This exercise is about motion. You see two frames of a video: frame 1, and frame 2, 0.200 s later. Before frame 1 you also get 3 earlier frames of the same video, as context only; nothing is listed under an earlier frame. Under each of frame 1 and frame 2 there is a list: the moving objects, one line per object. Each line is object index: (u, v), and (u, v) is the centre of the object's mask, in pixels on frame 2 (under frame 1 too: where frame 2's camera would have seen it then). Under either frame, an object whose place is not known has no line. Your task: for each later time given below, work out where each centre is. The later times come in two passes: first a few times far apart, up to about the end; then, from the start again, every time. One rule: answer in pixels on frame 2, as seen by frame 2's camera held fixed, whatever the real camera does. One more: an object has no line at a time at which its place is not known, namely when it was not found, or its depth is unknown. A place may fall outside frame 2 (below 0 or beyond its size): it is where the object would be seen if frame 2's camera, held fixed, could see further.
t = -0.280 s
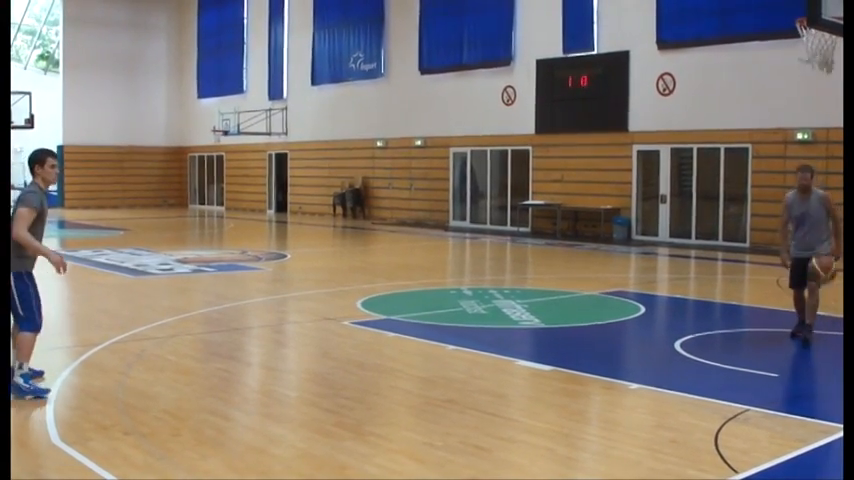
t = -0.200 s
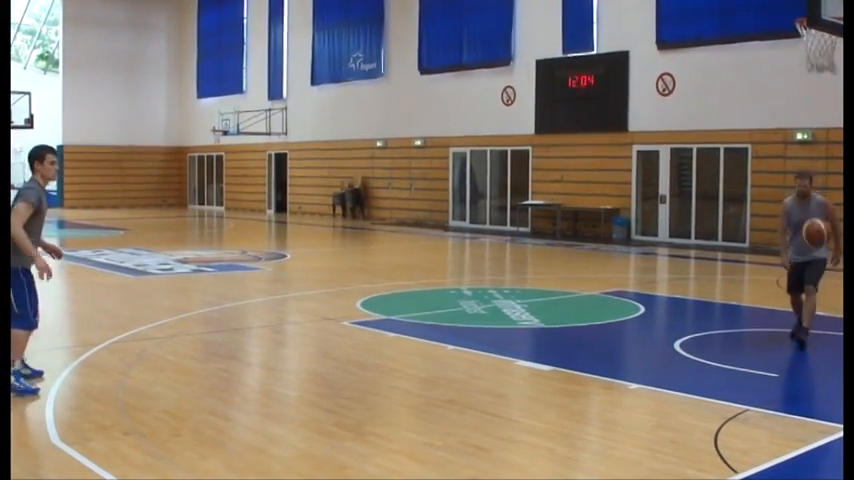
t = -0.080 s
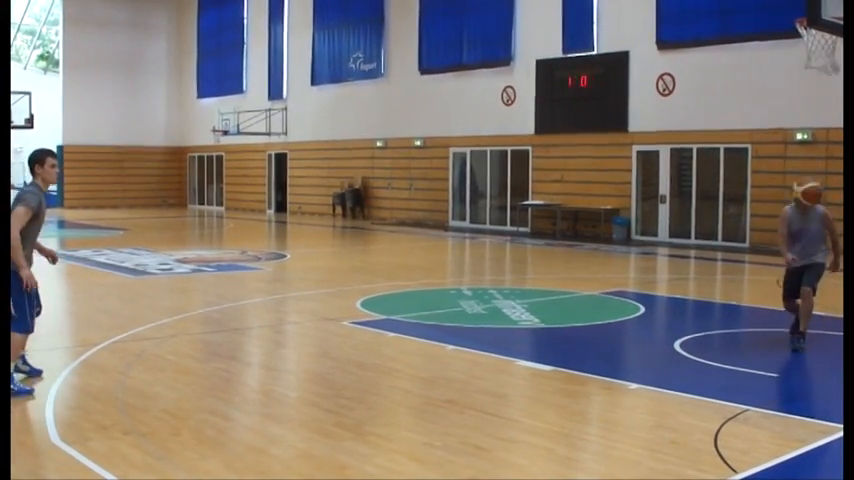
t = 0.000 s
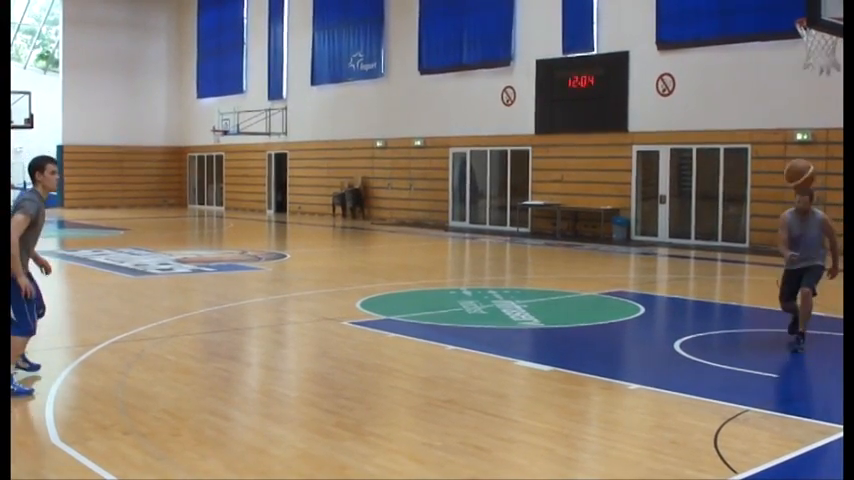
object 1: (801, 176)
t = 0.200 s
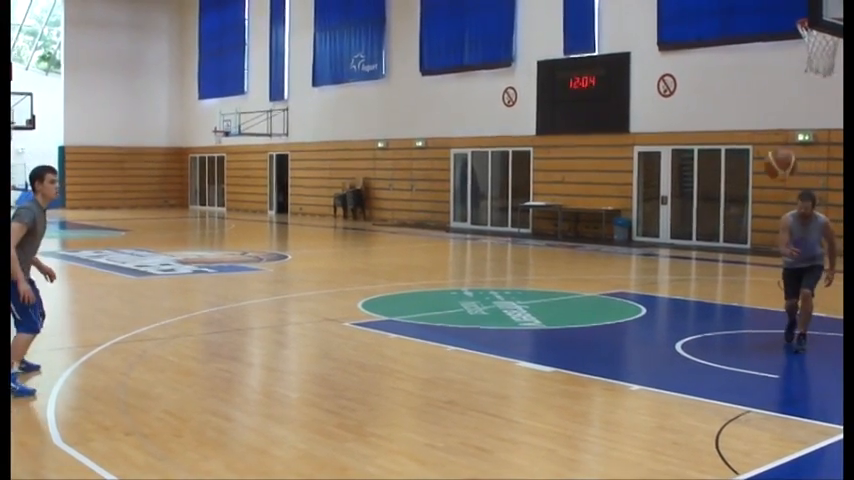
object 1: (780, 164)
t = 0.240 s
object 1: (776, 168)
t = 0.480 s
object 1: (745, 244)
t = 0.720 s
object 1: (707, 415)
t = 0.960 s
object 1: (689, 311)
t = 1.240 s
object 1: (659, 292)
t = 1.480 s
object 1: (626, 393)
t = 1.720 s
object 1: (590, 421)
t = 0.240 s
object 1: (776, 168)
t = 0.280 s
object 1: (771, 174)
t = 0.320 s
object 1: (766, 184)
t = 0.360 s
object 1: (762, 196)
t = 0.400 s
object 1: (756, 208)
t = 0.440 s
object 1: (750, 225)
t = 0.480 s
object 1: (745, 244)
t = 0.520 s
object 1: (740, 267)
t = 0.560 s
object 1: (733, 291)
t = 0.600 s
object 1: (727, 320)
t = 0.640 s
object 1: (720, 349)
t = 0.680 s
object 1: (714, 382)
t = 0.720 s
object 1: (707, 415)
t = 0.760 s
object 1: (704, 393)
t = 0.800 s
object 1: (702, 372)
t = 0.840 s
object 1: (699, 353)
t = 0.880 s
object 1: (696, 337)
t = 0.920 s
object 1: (693, 322)
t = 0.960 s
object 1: (689, 311)
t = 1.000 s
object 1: (686, 301)
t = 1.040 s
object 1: (682, 292)
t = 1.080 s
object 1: (677, 287)
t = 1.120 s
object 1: (673, 284)
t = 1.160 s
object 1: (669, 284)
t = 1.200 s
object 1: (664, 287)
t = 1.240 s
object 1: (659, 292)
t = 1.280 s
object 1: (654, 301)
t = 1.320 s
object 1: (649, 313)
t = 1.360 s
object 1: (643, 328)
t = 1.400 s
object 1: (637, 345)
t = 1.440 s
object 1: (632, 367)
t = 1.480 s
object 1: (626, 393)
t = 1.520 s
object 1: (619, 421)
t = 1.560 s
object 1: (612, 453)
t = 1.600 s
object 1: (607, 467)
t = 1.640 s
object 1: (601, 453)
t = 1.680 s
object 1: (595, 436)
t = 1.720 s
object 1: (590, 421)
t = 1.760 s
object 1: (584, 409)
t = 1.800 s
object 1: (579, 399)
